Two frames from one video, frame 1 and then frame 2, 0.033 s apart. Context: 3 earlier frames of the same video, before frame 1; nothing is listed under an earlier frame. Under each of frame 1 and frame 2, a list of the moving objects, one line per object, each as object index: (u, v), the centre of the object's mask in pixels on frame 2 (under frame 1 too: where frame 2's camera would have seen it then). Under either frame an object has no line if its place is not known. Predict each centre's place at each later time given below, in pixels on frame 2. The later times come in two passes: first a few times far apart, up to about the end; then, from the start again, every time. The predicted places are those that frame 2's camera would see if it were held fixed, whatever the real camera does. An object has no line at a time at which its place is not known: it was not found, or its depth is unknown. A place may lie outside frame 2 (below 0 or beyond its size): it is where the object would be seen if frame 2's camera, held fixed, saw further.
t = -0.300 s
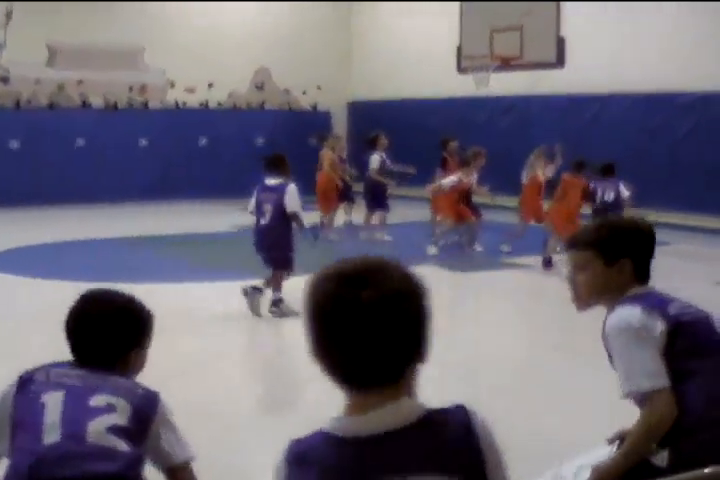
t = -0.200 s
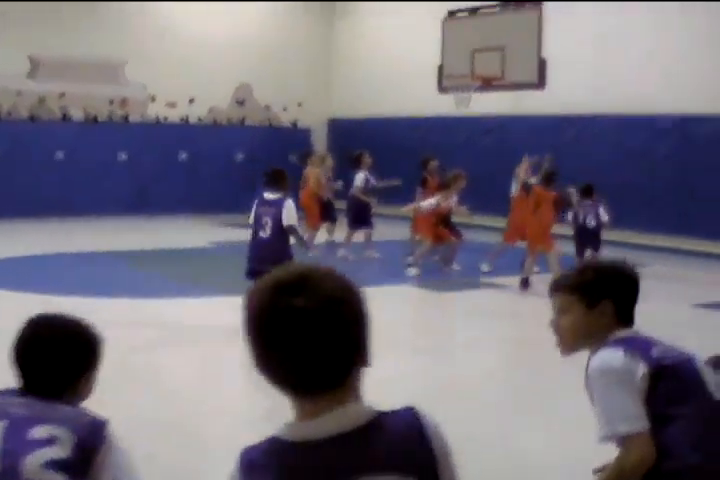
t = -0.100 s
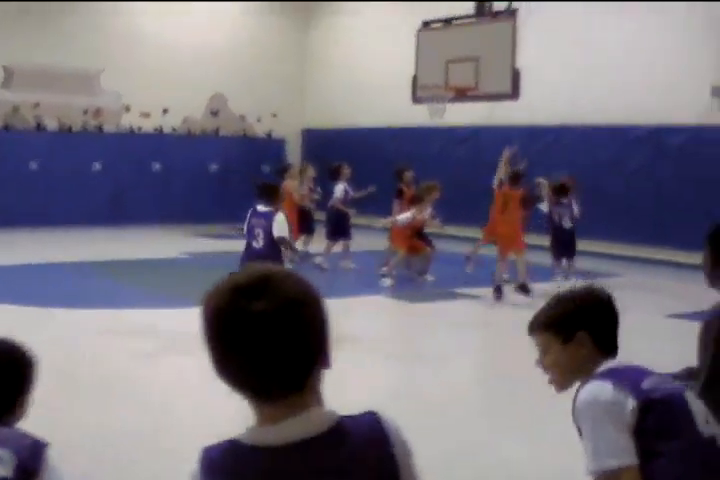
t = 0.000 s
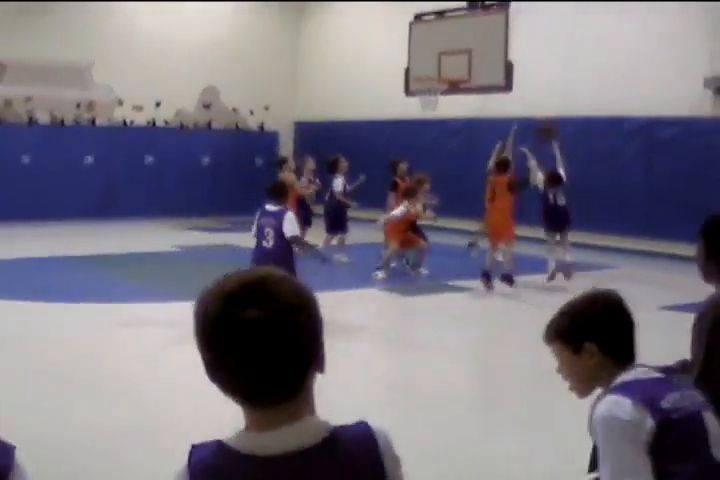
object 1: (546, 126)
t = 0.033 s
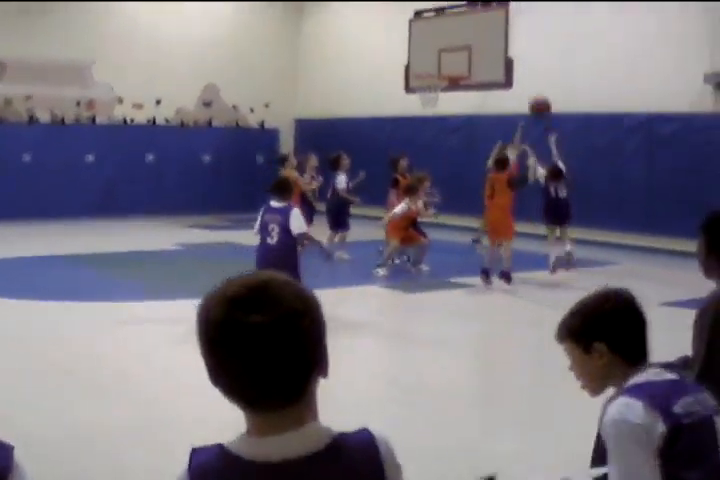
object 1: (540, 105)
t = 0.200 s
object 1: (515, 43)
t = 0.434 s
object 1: (480, -1)
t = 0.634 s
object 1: (450, -3)
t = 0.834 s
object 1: (423, 24)
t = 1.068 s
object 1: (395, 89)
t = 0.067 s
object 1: (534, 92)
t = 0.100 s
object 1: (529, 78)
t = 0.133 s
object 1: (524, 65)
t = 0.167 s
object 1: (519, 54)
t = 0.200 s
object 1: (515, 43)
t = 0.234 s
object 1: (509, 34)
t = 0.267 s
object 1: (504, 25)
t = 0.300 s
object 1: (498, 19)
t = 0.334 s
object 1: (493, 13)
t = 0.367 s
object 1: (488, 7)
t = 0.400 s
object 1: (486, 2)
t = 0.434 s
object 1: (480, -1)
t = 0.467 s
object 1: (474, -3)
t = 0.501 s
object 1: (469, -5)
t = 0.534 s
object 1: (466, -6)
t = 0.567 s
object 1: (461, -5)
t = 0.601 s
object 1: (454, -5)
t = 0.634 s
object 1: (450, -3)
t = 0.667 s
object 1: (445, -1)
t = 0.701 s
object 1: (441, 3)
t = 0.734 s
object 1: (436, 6)
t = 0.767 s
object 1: (432, 12)
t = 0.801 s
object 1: (428, 17)
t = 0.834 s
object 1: (423, 24)
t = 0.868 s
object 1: (419, 31)
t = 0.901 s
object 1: (415, 39)
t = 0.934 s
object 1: (411, 48)
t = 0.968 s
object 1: (407, 57)
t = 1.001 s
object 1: (403, 67)
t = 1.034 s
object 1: (398, 77)
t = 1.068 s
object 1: (395, 89)
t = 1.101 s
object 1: (391, 101)
